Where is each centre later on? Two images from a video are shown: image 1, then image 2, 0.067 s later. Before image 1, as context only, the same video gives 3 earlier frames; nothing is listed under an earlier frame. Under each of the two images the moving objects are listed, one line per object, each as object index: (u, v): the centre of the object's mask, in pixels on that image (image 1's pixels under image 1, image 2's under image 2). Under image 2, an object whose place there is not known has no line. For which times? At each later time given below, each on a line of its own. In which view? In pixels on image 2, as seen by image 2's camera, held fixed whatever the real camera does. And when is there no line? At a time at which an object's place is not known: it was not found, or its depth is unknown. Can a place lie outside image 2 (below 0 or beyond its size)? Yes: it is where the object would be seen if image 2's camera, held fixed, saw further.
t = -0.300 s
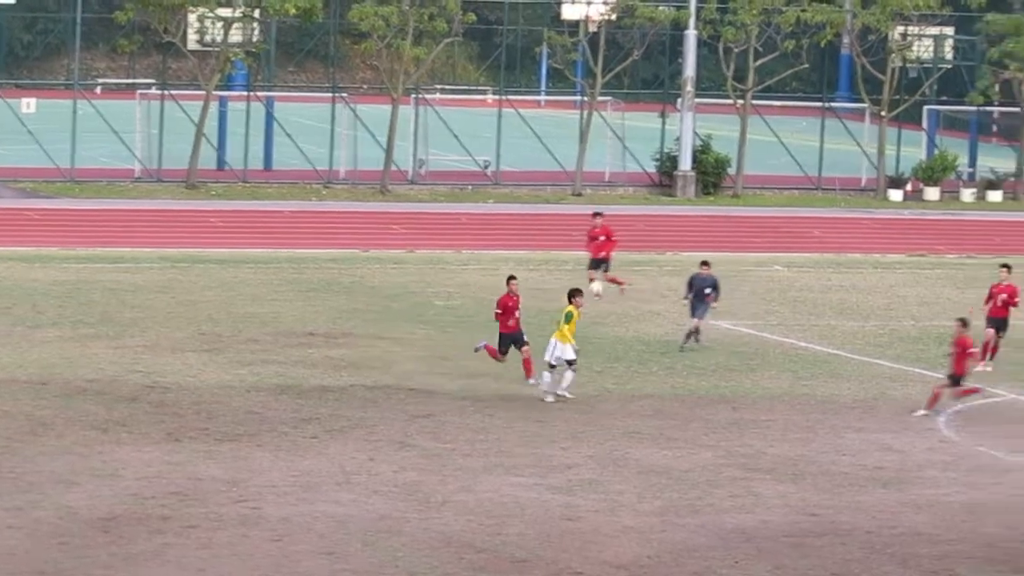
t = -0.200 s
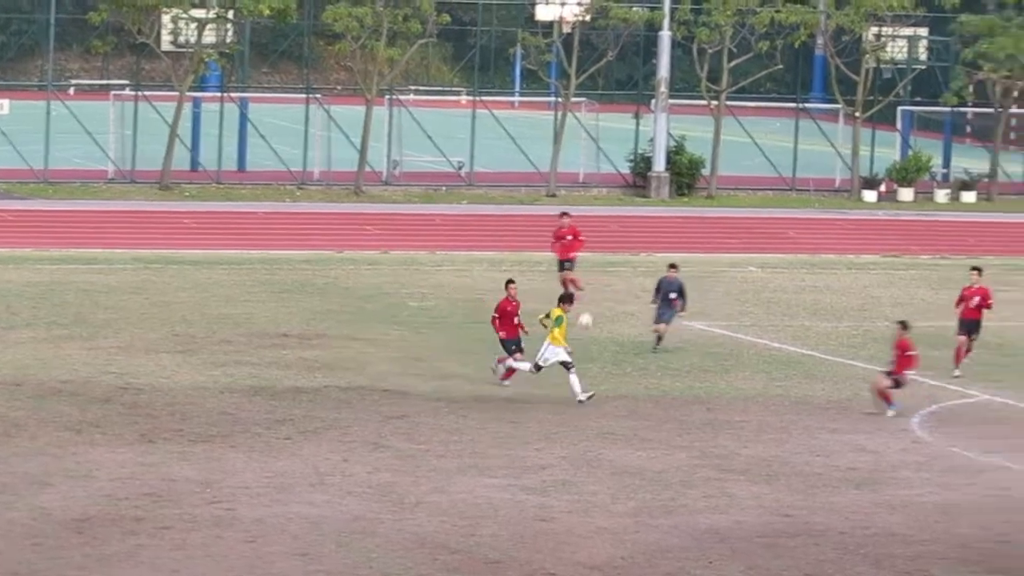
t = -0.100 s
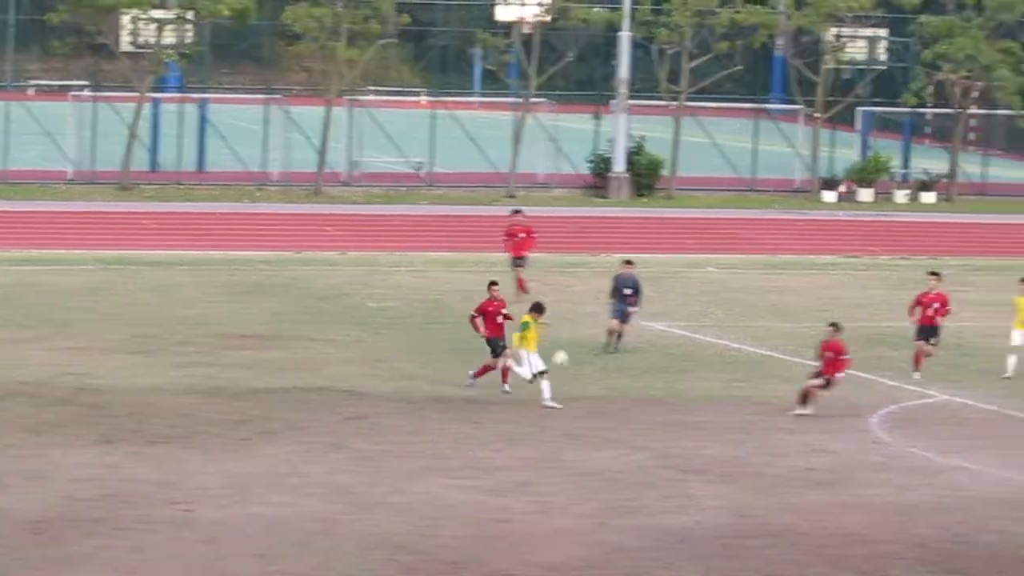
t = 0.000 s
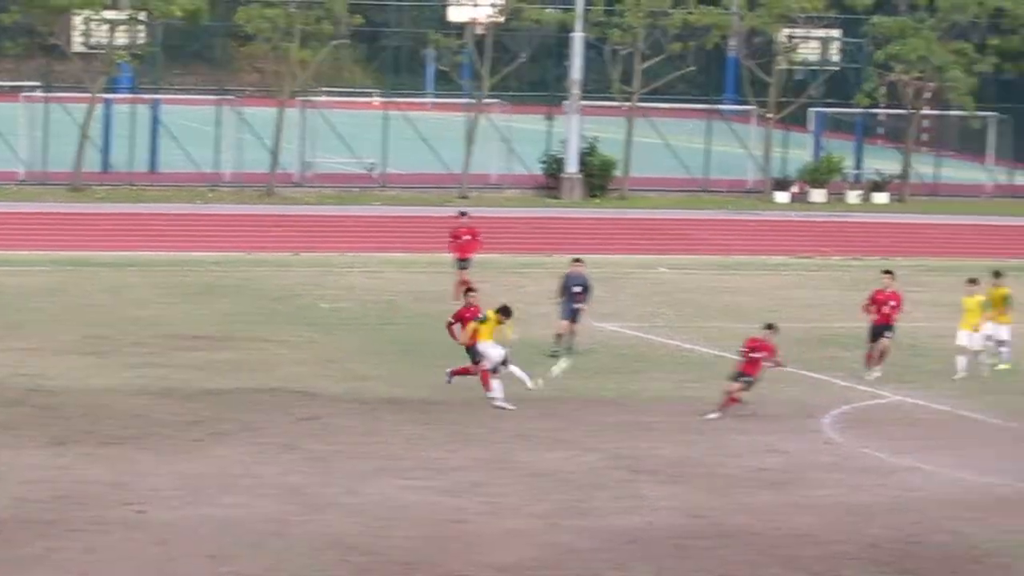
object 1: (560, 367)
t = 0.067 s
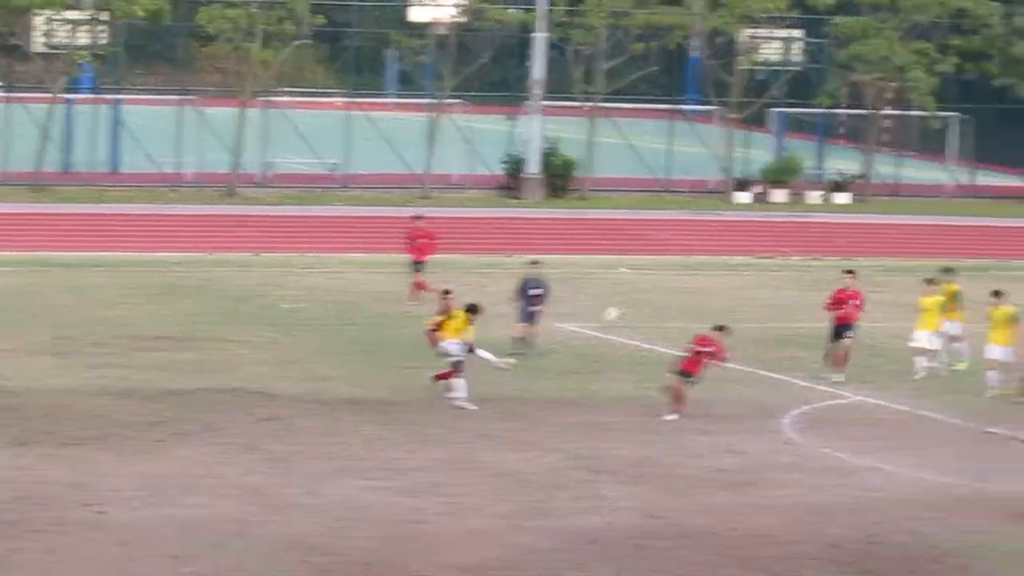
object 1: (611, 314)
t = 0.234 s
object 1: (824, 204)
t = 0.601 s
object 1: (1298, 48)
